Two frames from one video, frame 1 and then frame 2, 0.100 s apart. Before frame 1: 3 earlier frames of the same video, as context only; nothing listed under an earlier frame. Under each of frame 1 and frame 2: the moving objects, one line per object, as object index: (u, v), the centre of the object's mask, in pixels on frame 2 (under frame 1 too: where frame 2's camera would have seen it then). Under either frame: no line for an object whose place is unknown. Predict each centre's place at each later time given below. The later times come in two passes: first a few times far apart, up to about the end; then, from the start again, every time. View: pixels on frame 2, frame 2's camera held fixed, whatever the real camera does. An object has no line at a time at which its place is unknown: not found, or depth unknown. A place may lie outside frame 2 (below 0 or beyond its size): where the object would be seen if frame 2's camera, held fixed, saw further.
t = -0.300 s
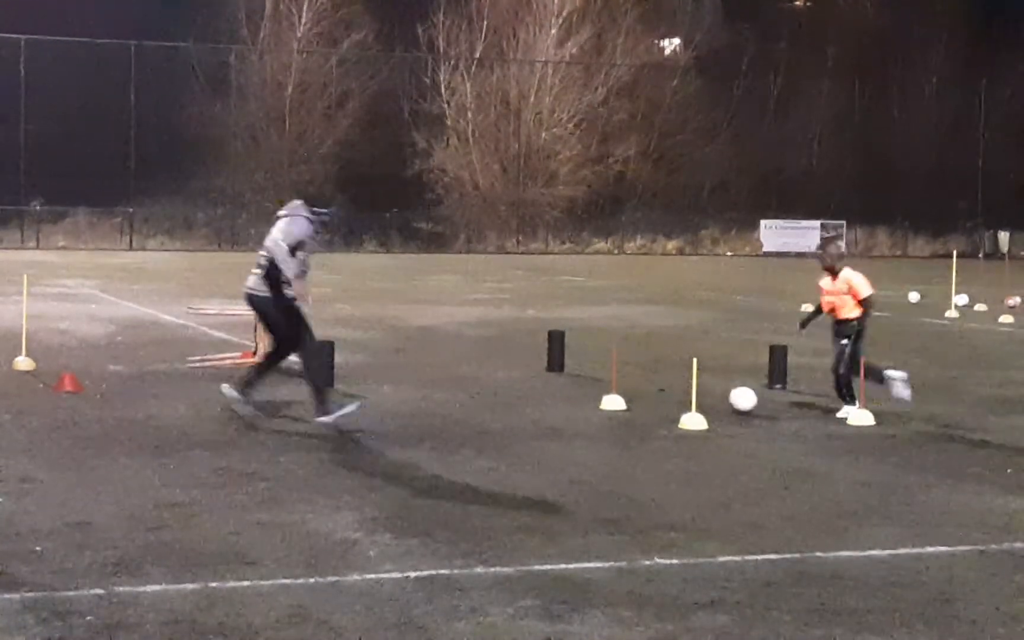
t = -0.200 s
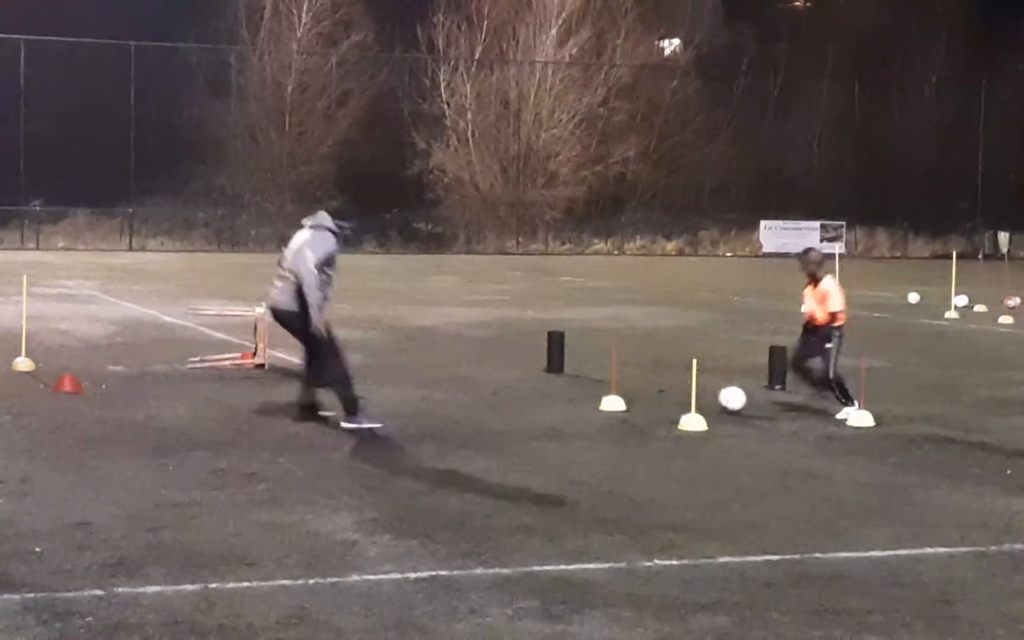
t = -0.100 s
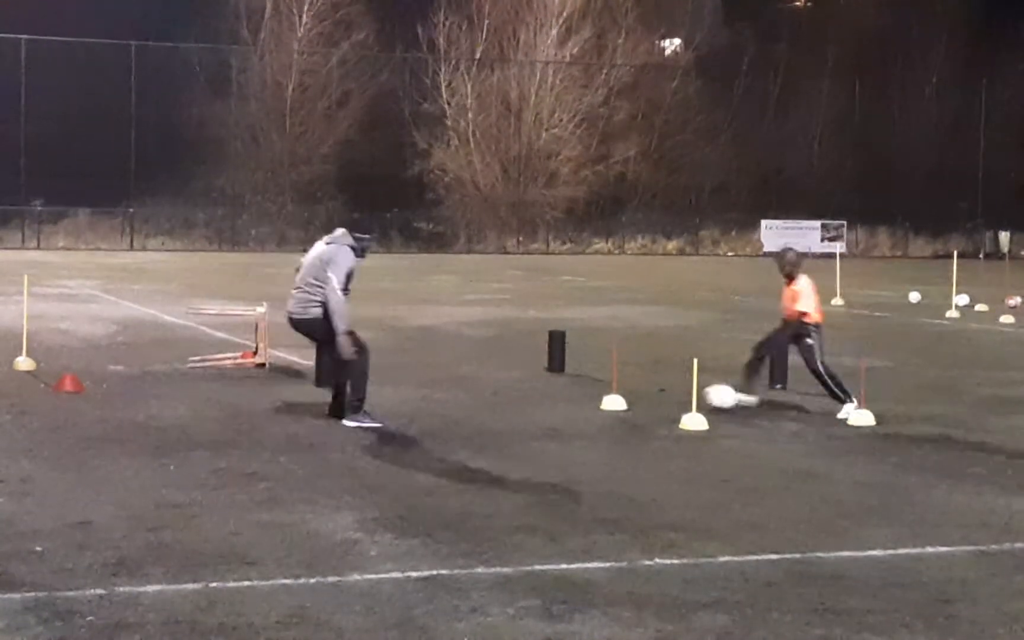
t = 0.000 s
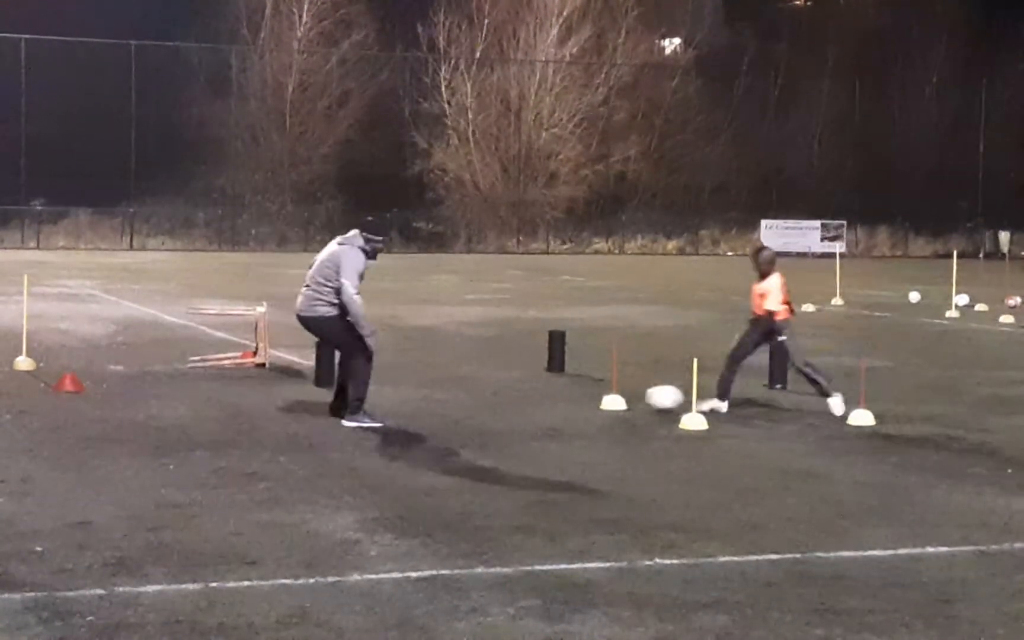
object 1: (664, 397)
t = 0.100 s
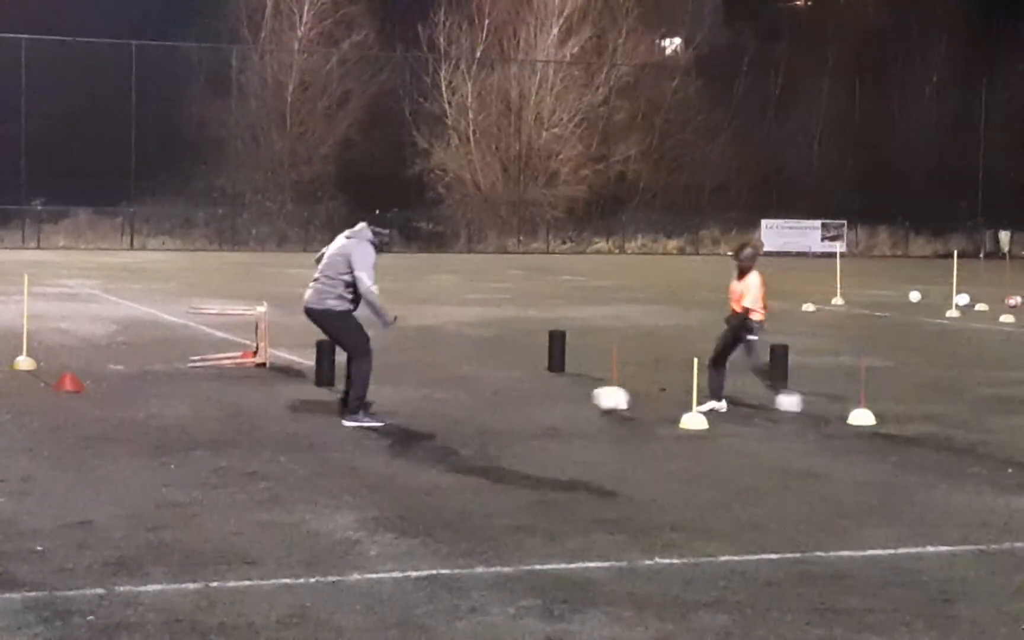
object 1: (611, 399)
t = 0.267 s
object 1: (531, 400)
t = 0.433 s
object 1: (460, 401)
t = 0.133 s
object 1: (590, 399)
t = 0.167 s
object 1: (576, 399)
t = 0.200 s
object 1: (560, 400)
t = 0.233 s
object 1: (545, 402)
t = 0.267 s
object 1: (531, 400)
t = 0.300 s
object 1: (517, 401)
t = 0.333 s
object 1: (503, 402)
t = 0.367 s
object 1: (488, 401)
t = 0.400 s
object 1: (474, 402)
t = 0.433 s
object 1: (460, 401)
